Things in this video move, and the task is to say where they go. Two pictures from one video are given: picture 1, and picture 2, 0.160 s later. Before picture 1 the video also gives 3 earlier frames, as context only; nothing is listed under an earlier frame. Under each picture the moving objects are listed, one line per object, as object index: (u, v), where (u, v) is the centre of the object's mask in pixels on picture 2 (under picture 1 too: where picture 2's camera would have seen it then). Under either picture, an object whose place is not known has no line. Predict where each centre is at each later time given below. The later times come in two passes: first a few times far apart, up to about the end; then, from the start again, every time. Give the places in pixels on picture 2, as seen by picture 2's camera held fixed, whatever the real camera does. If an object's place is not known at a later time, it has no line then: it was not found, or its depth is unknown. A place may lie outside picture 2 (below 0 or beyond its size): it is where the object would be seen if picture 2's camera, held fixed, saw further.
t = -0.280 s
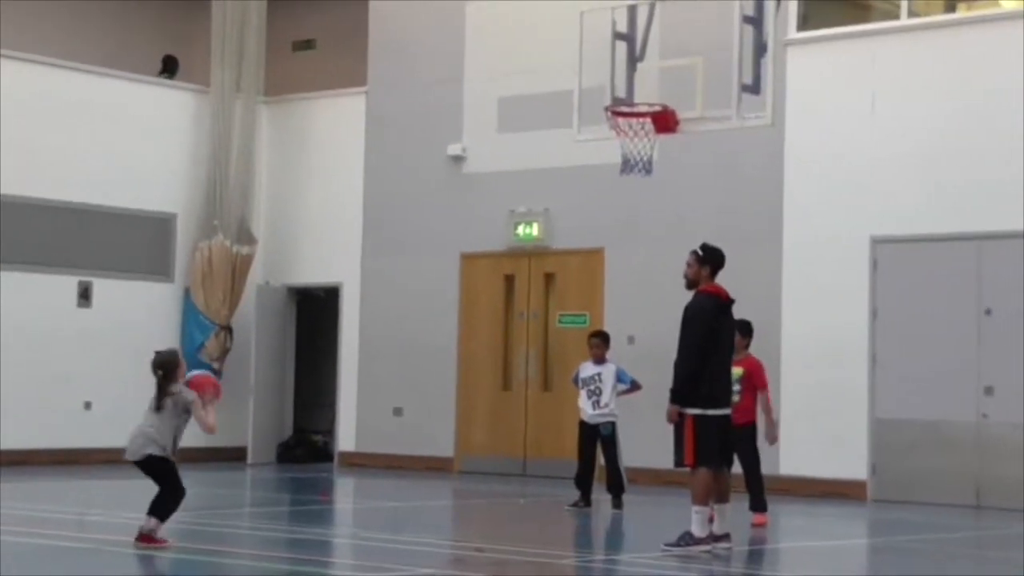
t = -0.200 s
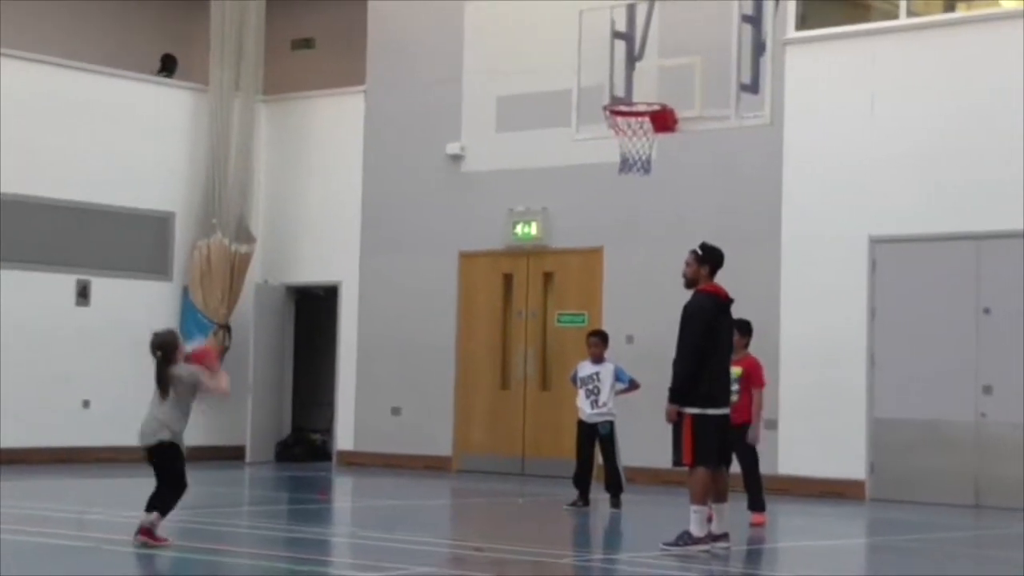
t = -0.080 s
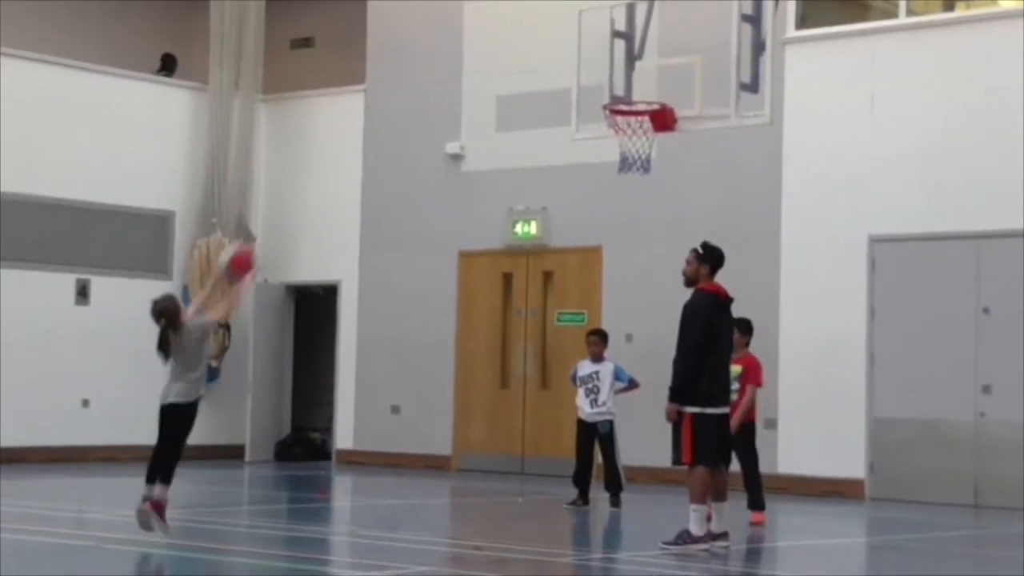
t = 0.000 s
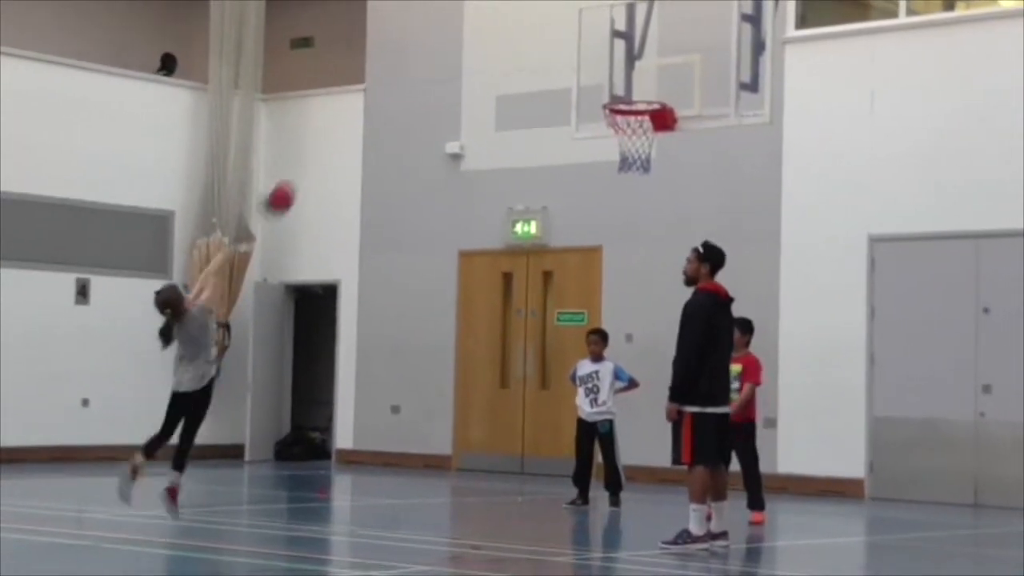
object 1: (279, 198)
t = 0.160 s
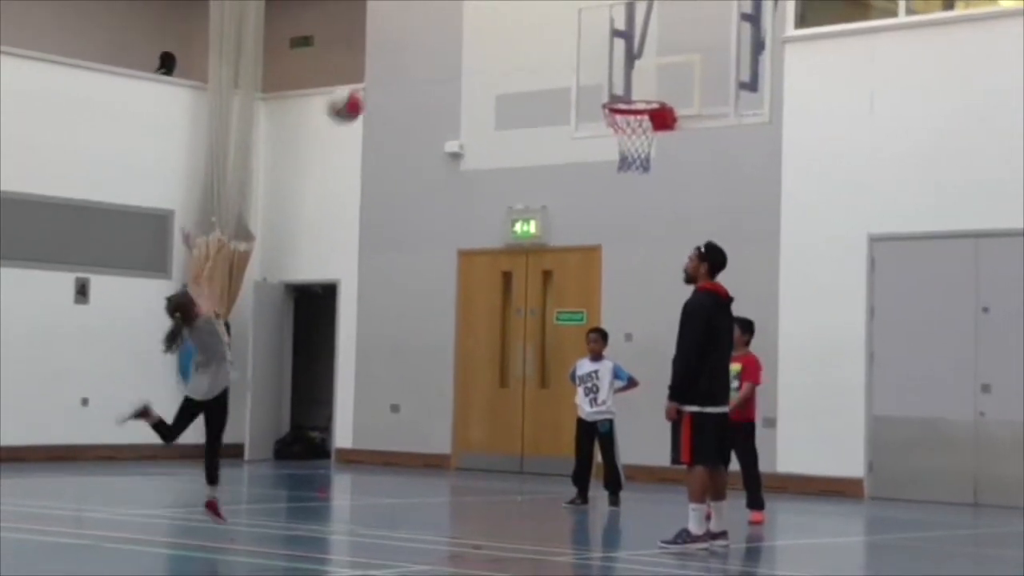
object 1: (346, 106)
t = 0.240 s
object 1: (377, 76)
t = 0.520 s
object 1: (477, 60)
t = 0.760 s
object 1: (550, 135)
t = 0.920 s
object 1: (594, 222)
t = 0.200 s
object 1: (361, 89)
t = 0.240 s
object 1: (377, 76)
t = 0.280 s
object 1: (392, 65)
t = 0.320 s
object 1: (408, 58)
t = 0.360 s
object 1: (422, 54)
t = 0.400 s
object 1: (436, 52)
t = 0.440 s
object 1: (451, 52)
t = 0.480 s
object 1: (464, 54)
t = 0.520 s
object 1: (477, 60)
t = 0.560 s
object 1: (489, 68)
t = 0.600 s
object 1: (502, 77)
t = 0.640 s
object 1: (513, 89)
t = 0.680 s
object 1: (526, 102)
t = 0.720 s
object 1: (538, 117)
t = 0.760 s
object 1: (550, 135)
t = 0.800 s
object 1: (561, 153)
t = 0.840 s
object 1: (572, 175)
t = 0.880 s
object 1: (583, 198)
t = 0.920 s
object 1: (594, 222)
